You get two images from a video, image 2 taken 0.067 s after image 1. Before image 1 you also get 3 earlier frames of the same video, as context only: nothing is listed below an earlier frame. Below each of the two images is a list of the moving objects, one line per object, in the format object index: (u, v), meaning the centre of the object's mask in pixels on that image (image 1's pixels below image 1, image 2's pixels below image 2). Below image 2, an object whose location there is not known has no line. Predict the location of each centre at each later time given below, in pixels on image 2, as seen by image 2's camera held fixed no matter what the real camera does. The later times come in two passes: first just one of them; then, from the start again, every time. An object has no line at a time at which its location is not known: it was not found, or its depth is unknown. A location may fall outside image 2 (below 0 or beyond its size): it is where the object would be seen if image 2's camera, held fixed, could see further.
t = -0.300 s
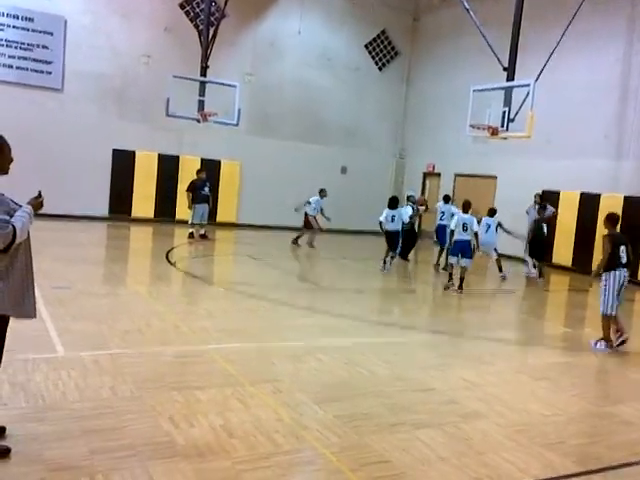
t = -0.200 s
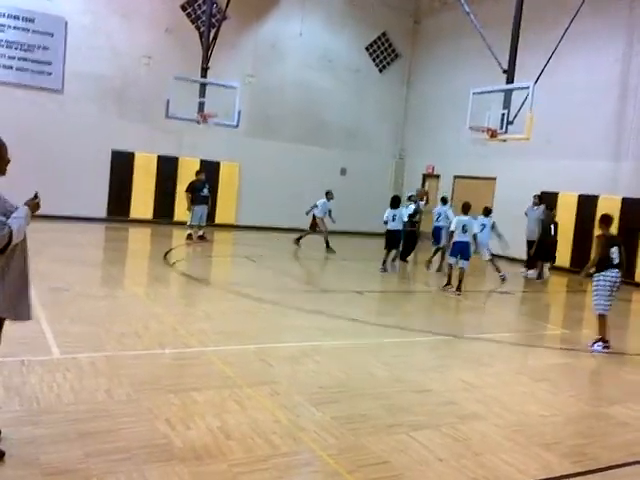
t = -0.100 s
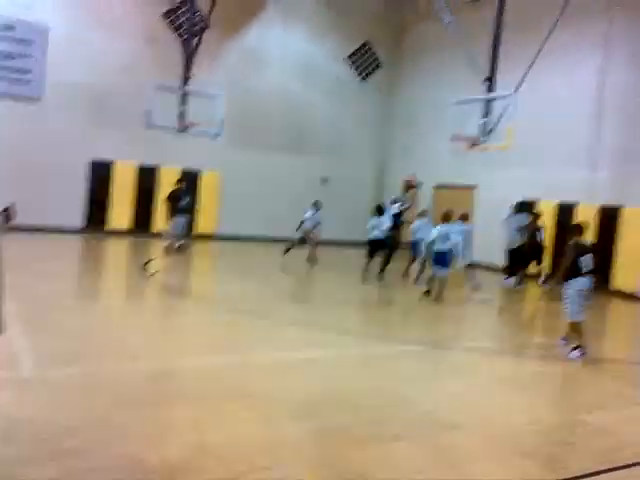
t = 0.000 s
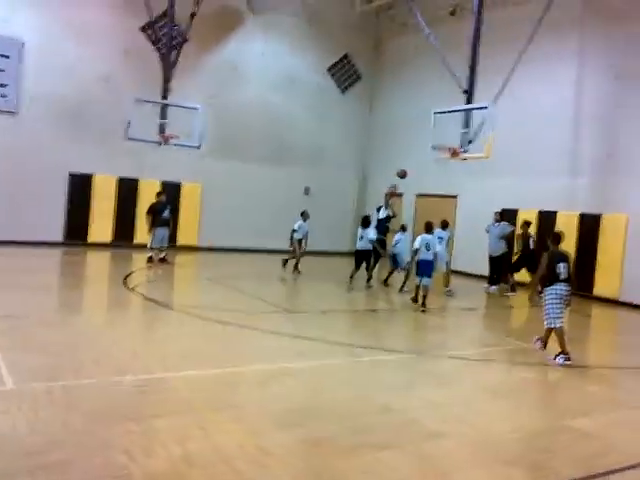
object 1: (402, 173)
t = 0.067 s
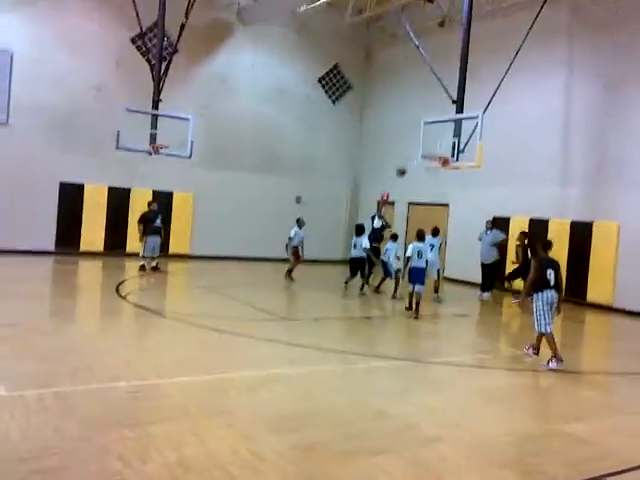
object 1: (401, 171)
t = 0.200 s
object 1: (415, 155)
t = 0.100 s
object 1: (405, 167)
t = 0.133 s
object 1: (407, 160)
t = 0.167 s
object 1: (411, 157)
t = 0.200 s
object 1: (415, 155)
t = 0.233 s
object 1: (419, 151)
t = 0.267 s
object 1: (422, 147)
